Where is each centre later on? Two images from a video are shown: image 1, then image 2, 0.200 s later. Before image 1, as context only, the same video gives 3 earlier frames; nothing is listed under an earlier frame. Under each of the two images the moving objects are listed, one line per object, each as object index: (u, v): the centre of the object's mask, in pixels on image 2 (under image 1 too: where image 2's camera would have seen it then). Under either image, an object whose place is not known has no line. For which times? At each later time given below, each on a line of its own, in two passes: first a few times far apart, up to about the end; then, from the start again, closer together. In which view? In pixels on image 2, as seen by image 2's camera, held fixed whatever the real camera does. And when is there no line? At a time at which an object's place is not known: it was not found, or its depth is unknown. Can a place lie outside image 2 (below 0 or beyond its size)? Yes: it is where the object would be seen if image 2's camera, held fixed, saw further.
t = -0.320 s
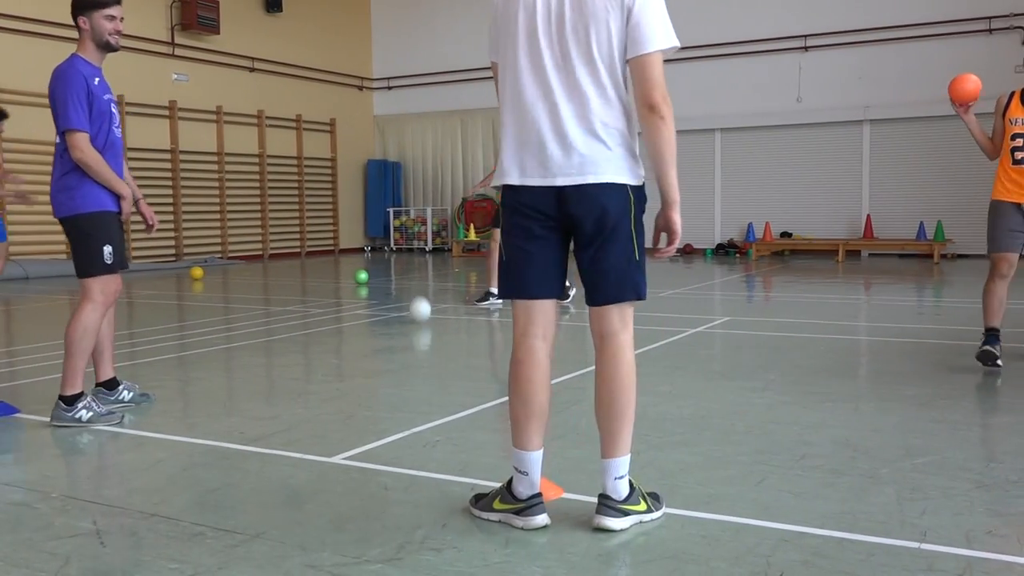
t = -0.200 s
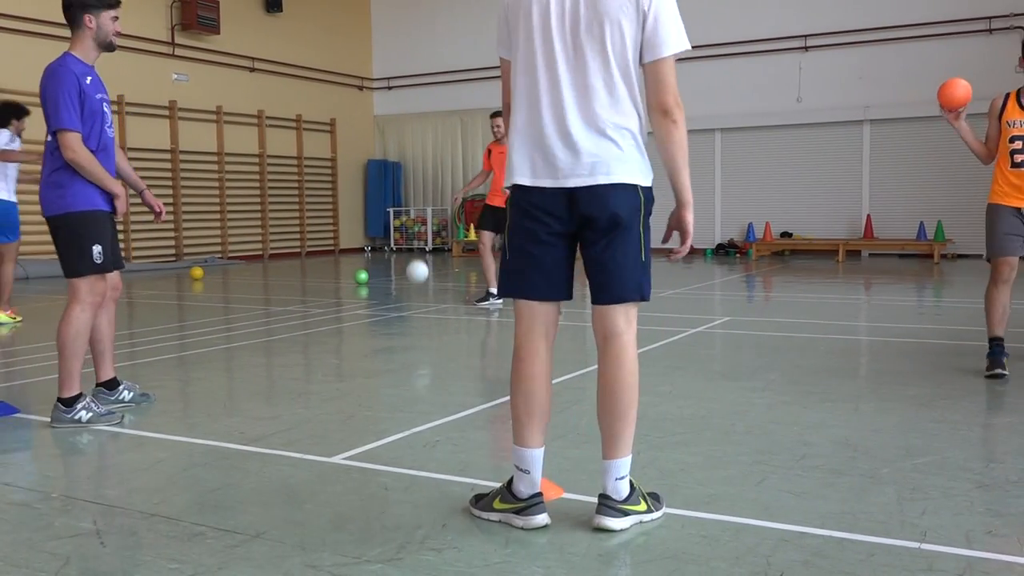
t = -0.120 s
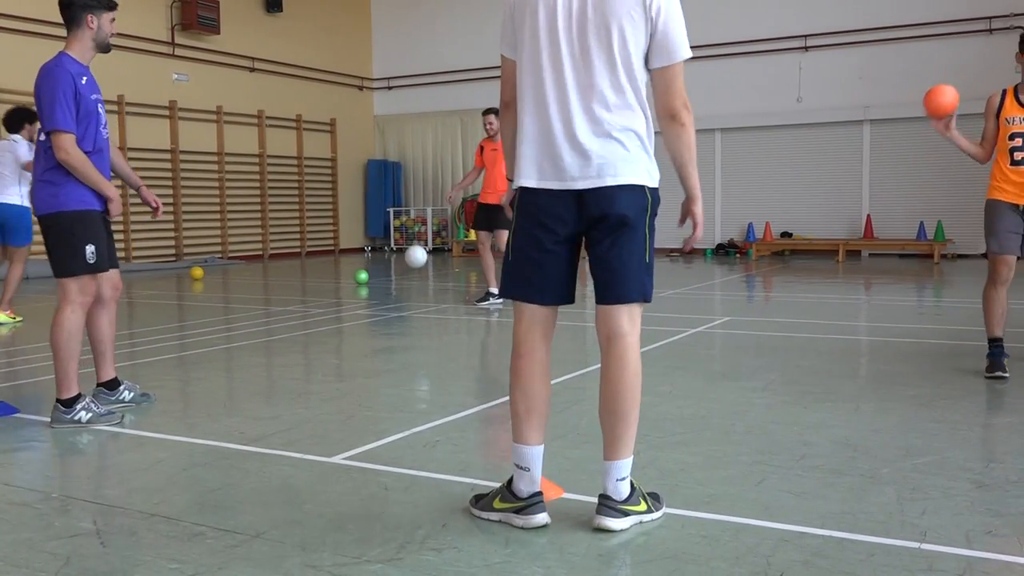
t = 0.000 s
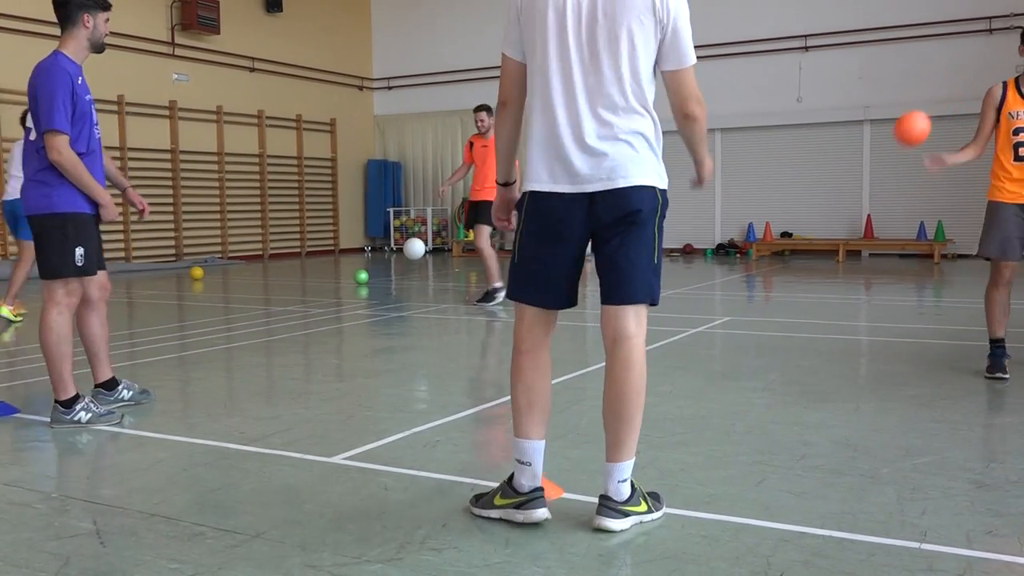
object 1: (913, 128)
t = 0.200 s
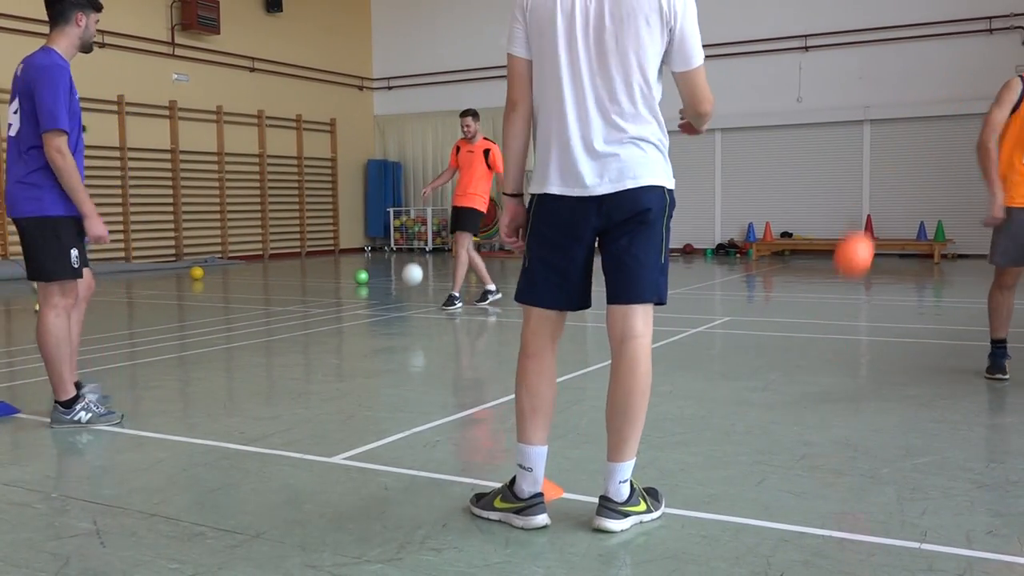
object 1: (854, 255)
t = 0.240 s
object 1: (841, 293)
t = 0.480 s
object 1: (779, 293)
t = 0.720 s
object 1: (722, 208)
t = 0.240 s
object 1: (841, 293)
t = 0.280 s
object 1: (828, 338)
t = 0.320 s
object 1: (813, 387)
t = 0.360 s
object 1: (804, 379)
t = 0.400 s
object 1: (796, 348)
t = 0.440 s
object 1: (788, 319)
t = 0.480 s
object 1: (779, 293)
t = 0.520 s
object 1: (771, 271)
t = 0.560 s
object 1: (762, 252)
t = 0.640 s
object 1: (742, 222)
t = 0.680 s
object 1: (732, 213)
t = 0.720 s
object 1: (722, 208)
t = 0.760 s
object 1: (715, 208)
